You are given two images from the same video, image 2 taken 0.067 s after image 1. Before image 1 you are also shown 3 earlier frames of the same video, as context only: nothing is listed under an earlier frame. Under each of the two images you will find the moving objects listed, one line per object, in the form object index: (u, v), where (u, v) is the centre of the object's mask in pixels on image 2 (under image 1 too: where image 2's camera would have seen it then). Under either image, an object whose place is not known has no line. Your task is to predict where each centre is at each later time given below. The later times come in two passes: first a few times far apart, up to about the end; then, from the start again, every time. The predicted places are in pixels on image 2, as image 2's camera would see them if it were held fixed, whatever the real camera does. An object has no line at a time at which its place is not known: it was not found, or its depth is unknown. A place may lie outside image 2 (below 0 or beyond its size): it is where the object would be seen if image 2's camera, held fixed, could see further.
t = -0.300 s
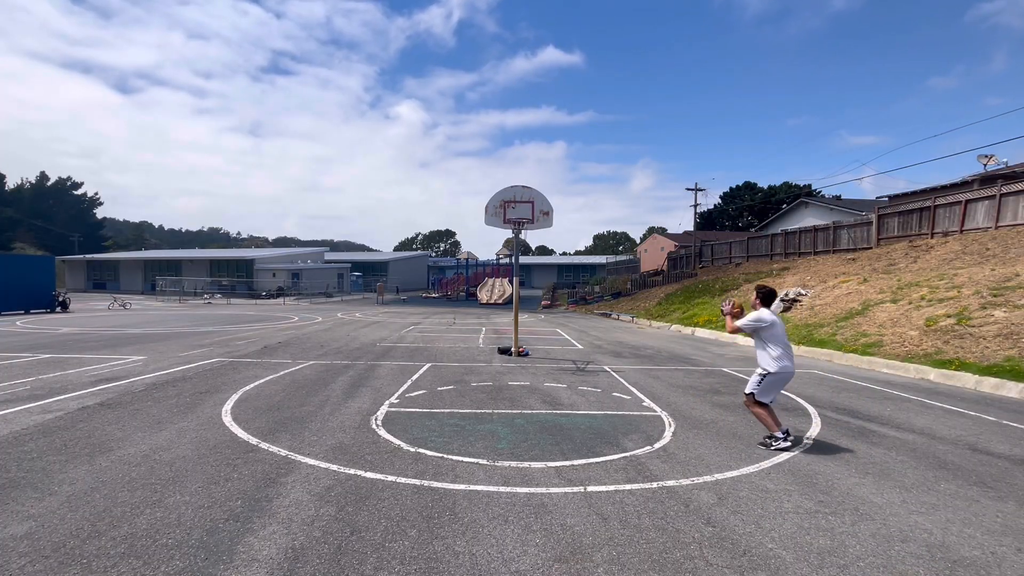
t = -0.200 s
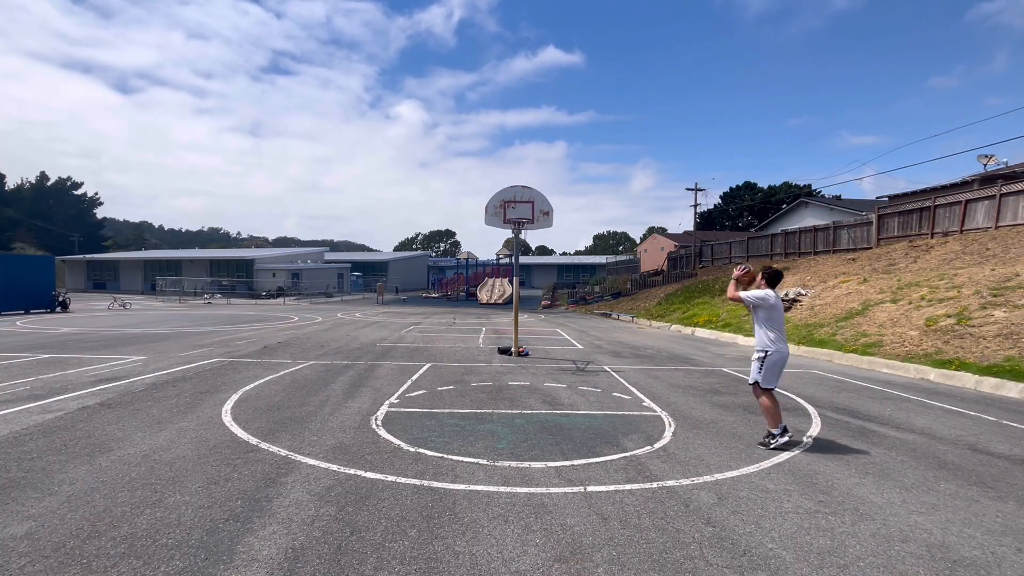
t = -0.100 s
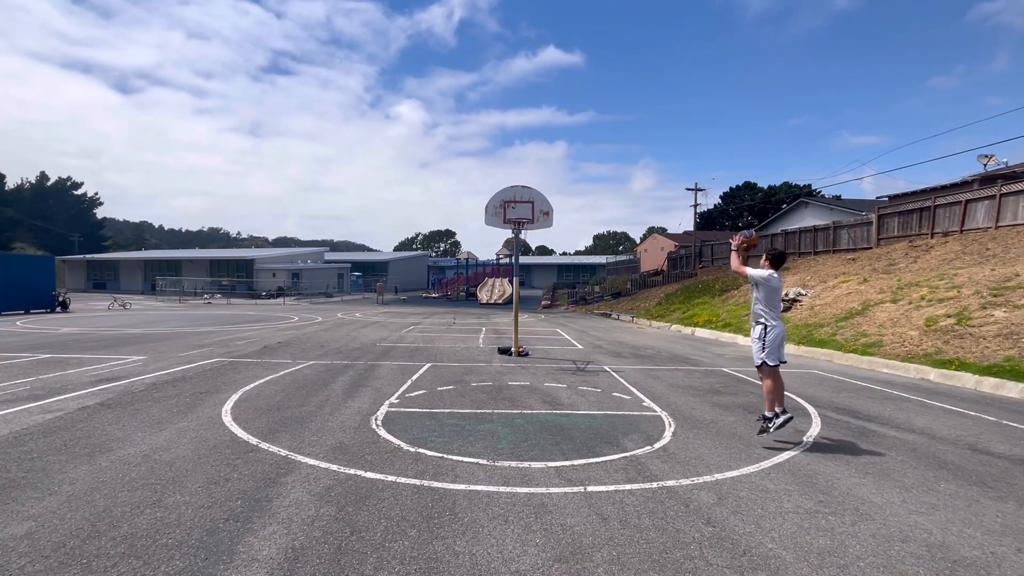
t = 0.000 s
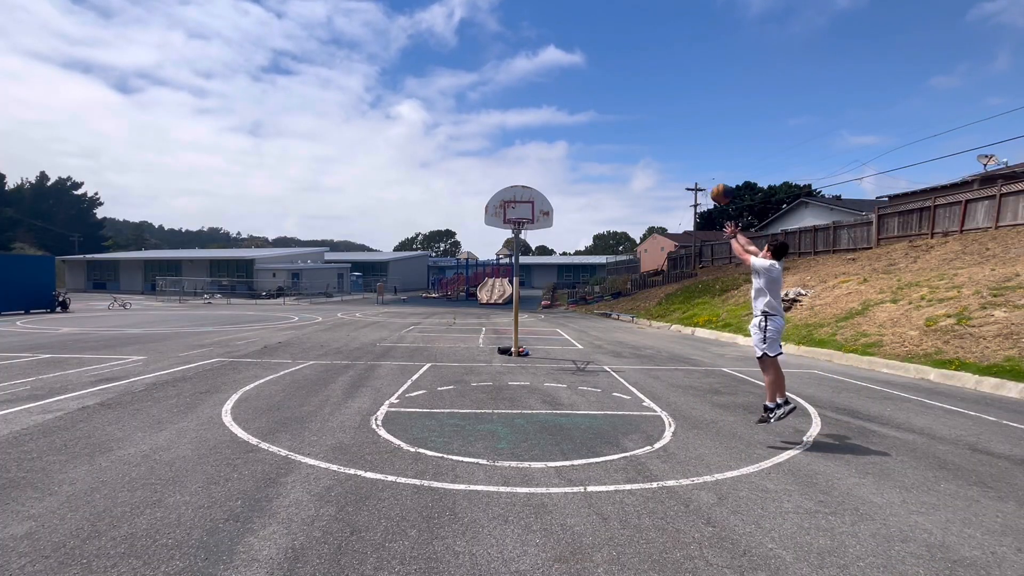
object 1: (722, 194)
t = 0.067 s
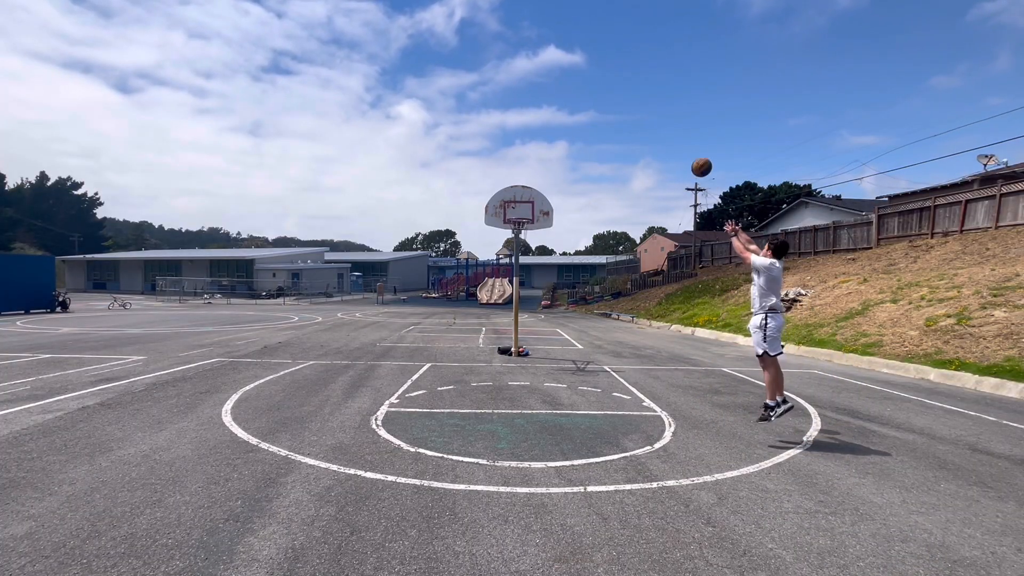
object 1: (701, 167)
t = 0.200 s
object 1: (667, 129)
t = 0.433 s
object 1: (618, 99)
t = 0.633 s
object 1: (584, 103)
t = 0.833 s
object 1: (557, 127)
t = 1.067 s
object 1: (530, 176)
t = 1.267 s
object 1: (514, 219)
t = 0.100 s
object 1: (692, 156)
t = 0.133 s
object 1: (683, 146)
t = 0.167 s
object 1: (675, 137)
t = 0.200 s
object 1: (667, 129)
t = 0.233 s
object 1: (659, 122)
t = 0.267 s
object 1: (651, 116)
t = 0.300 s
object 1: (644, 110)
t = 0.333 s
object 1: (637, 107)
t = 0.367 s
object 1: (631, 103)
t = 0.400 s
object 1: (624, 101)
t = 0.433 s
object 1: (618, 99)
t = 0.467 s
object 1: (612, 98)
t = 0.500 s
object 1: (606, 98)
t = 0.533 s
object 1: (600, 98)
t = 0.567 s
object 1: (595, 99)
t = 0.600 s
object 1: (590, 101)
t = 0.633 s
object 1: (584, 103)
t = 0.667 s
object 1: (579, 106)
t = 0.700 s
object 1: (575, 109)
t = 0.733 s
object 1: (570, 113)
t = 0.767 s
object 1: (565, 117)
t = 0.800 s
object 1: (561, 122)
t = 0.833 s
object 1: (557, 127)
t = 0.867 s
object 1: (553, 133)
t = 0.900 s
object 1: (549, 139)
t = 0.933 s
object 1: (545, 146)
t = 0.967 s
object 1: (541, 153)
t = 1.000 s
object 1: (537, 161)
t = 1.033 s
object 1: (534, 168)
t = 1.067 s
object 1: (530, 176)
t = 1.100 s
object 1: (527, 185)
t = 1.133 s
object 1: (524, 194)
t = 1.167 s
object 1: (520, 203)
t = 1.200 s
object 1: (517, 213)
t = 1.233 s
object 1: (515, 217)
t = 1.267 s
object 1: (514, 219)
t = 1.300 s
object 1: (515, 222)
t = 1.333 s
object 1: (519, 223)
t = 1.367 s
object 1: (522, 223)
